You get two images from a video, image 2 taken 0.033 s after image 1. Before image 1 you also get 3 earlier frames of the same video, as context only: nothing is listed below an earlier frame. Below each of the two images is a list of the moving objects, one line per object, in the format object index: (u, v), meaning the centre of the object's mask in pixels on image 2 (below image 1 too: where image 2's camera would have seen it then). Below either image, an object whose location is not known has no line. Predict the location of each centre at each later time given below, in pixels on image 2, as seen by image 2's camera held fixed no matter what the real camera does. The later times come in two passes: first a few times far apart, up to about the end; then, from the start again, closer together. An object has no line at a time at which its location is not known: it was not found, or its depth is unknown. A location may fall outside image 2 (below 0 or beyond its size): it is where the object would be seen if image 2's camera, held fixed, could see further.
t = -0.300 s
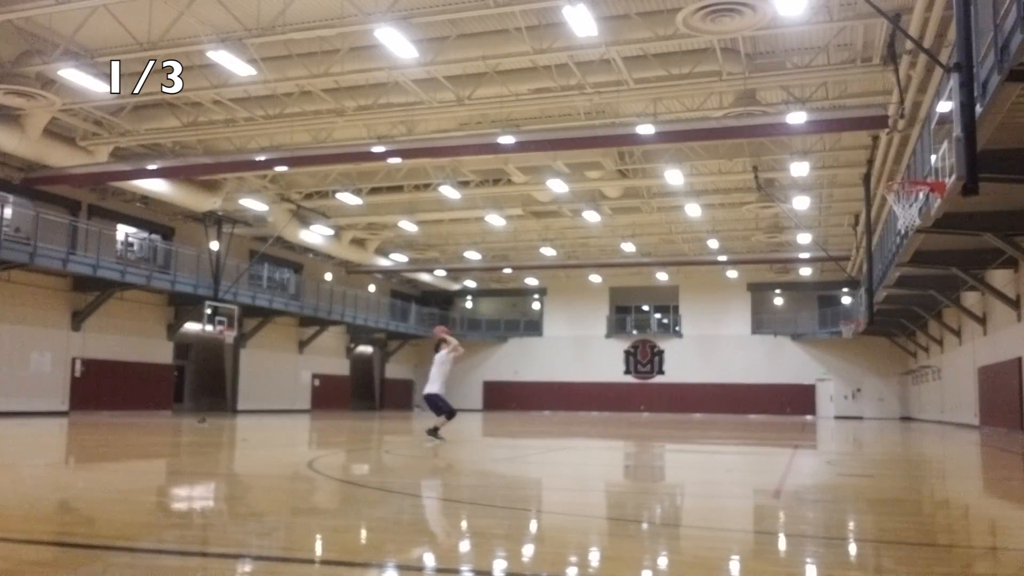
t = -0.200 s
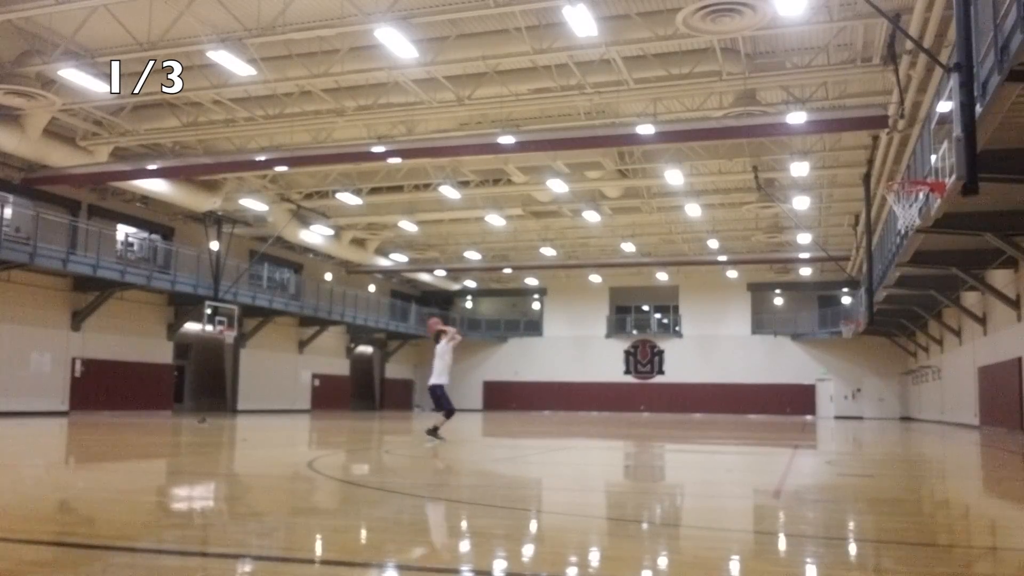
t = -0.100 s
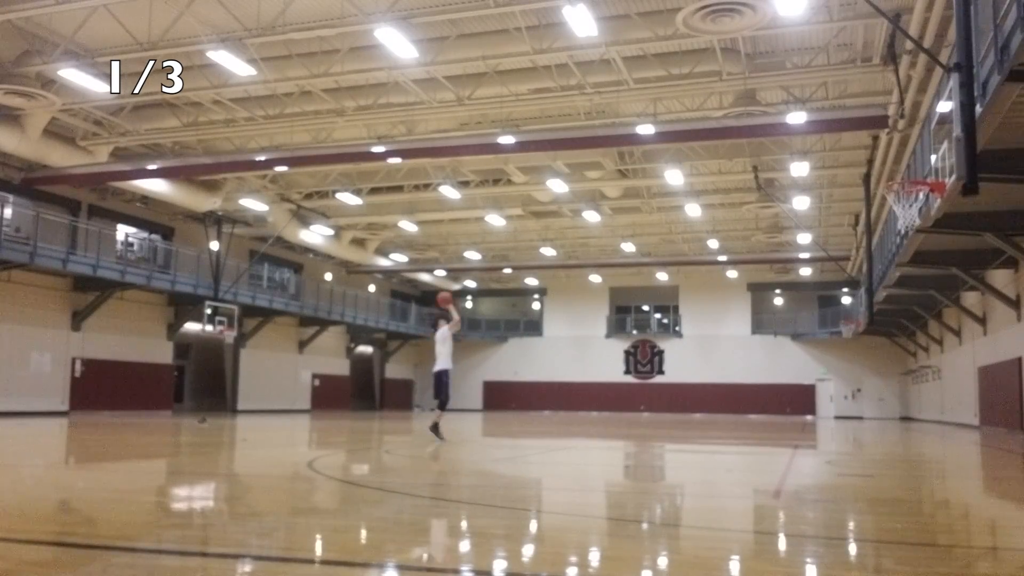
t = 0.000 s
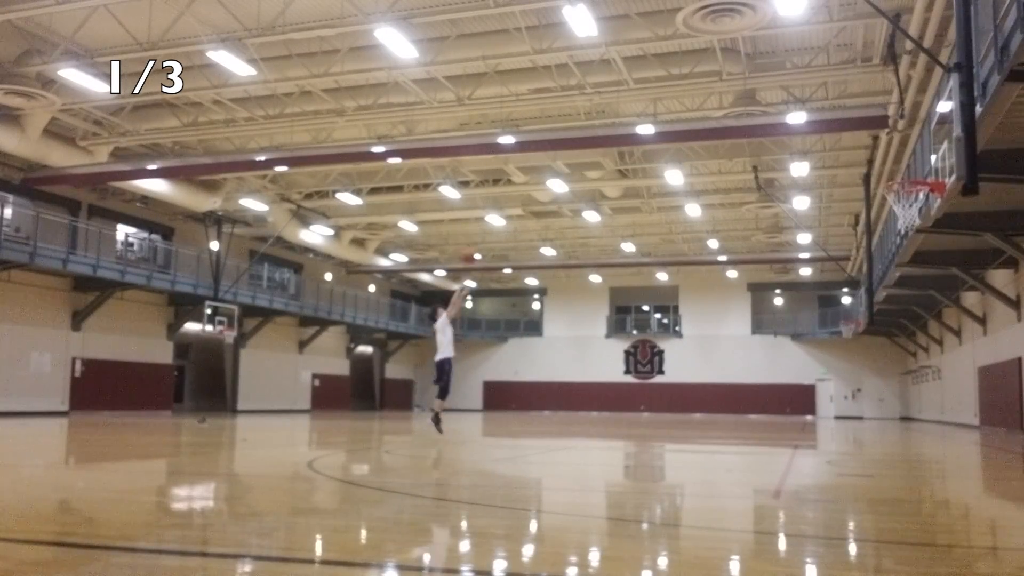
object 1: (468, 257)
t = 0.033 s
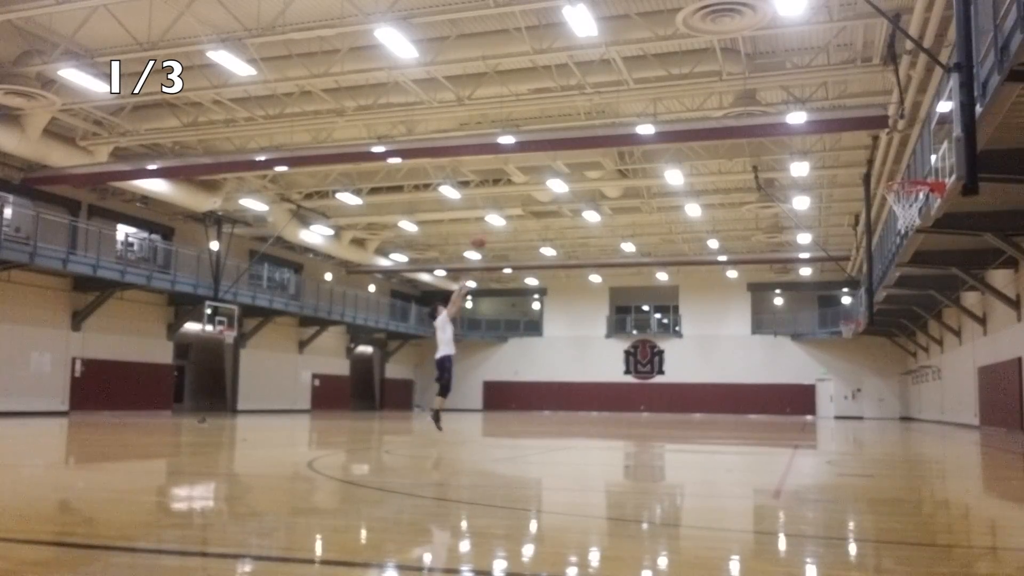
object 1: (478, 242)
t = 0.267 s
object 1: (546, 158)
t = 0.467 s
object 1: (606, 110)
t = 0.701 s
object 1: (683, 84)
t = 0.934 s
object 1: (768, 96)
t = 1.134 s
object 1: (850, 143)
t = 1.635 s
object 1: (924, 260)
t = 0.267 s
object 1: (546, 158)
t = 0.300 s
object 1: (555, 148)
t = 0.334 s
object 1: (565, 138)
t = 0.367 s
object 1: (575, 132)
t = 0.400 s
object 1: (586, 122)
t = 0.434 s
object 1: (596, 117)
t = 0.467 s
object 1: (606, 110)
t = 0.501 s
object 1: (617, 104)
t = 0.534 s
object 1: (628, 98)
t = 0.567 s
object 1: (639, 95)
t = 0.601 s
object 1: (649, 91)
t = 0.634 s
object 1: (661, 88)
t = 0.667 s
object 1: (672, 85)
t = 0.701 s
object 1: (683, 84)
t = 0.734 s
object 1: (695, 83)
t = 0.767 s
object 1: (707, 82)
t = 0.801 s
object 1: (718, 83)
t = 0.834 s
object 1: (731, 86)
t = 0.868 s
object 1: (743, 88)
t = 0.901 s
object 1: (756, 92)
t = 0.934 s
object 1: (768, 96)
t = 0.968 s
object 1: (781, 101)
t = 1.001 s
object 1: (794, 105)
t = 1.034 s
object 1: (810, 116)
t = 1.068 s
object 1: (822, 123)
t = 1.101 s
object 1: (836, 132)
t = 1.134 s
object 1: (850, 143)
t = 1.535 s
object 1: (927, 230)
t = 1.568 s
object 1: (927, 239)
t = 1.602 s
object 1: (926, 250)
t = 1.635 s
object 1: (924, 260)
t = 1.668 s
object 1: (924, 272)
